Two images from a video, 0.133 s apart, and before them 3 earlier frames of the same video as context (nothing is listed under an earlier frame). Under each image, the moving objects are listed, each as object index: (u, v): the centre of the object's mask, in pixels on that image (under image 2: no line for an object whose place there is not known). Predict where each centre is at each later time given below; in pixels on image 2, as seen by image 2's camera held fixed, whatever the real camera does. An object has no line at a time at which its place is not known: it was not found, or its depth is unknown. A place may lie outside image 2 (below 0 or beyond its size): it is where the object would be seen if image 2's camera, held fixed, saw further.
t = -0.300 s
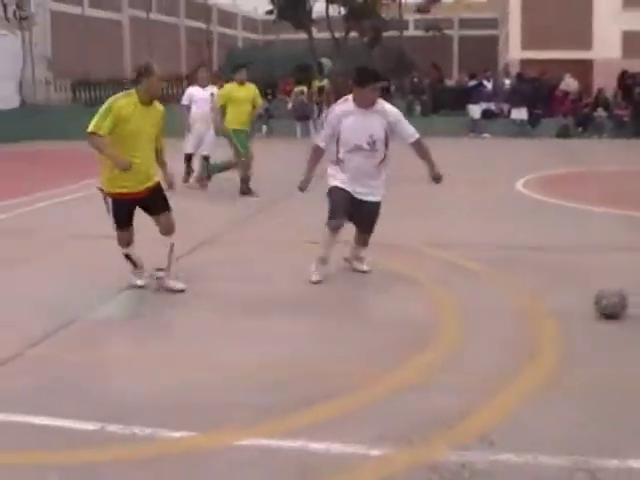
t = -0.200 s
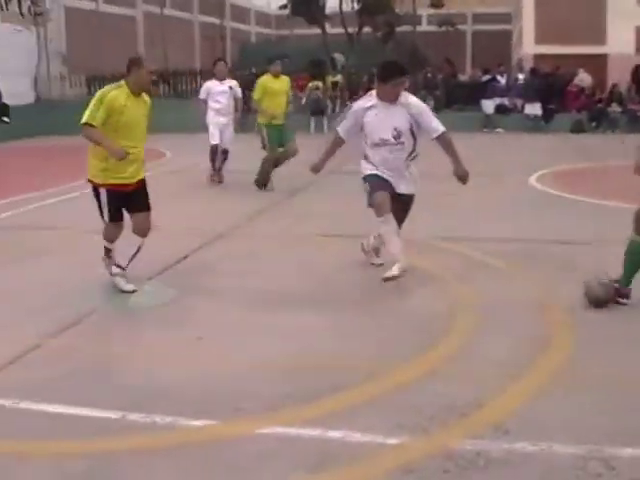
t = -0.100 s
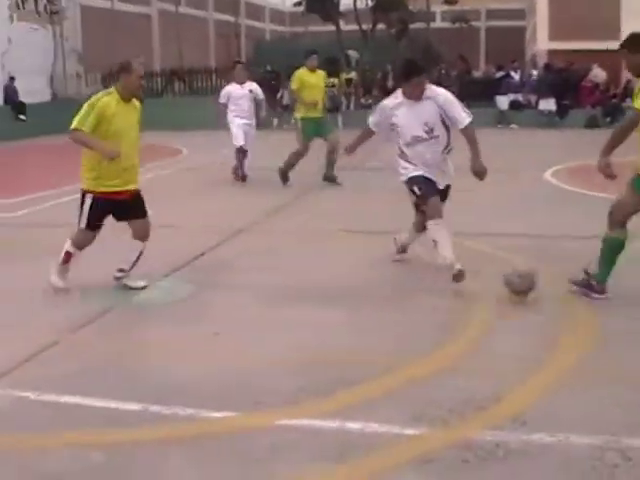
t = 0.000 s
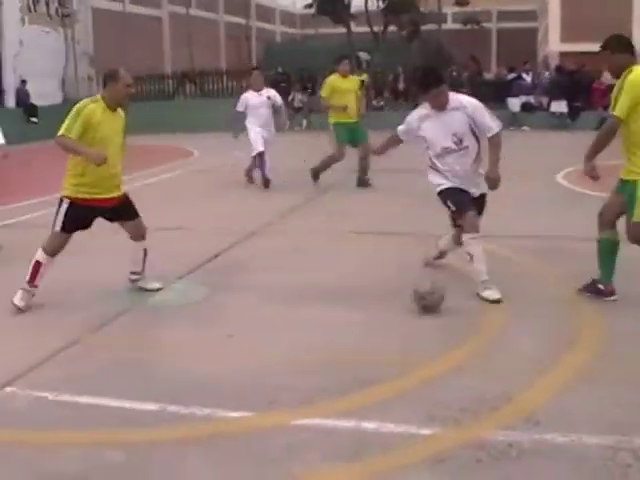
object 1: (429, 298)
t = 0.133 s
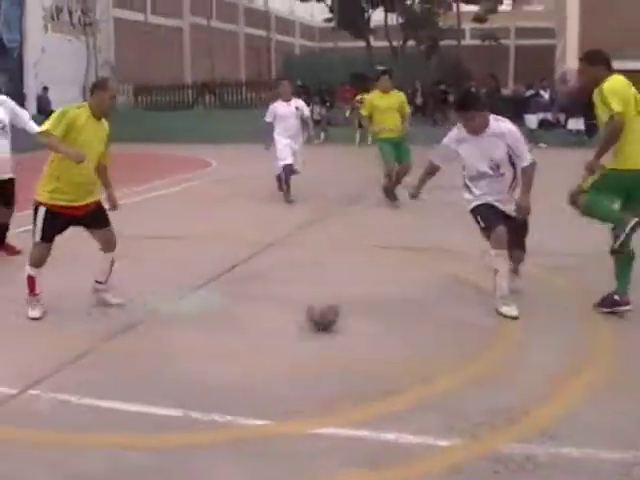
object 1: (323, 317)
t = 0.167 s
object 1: (295, 317)
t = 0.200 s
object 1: (268, 317)
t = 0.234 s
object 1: (243, 315)
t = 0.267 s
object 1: (220, 316)
